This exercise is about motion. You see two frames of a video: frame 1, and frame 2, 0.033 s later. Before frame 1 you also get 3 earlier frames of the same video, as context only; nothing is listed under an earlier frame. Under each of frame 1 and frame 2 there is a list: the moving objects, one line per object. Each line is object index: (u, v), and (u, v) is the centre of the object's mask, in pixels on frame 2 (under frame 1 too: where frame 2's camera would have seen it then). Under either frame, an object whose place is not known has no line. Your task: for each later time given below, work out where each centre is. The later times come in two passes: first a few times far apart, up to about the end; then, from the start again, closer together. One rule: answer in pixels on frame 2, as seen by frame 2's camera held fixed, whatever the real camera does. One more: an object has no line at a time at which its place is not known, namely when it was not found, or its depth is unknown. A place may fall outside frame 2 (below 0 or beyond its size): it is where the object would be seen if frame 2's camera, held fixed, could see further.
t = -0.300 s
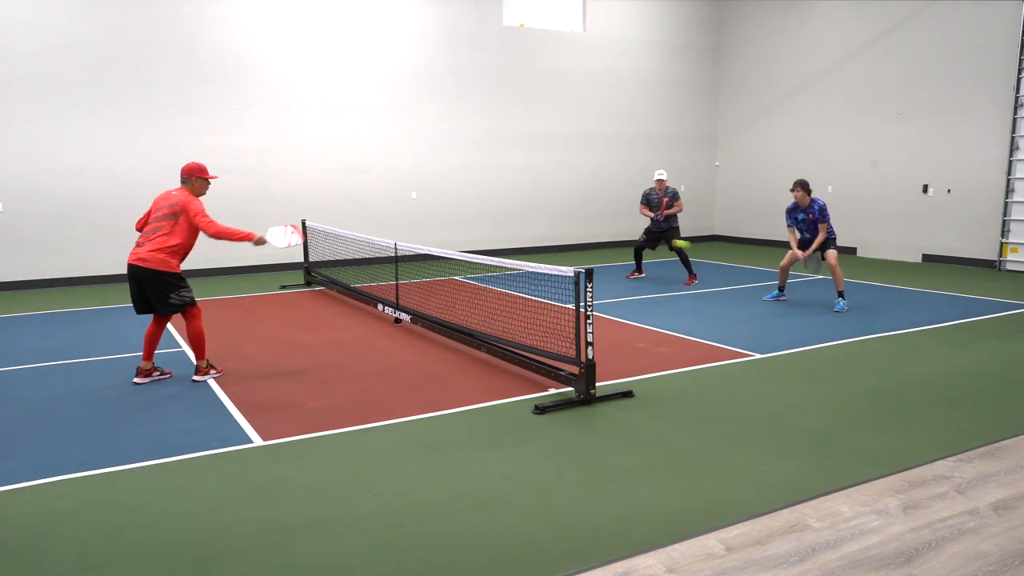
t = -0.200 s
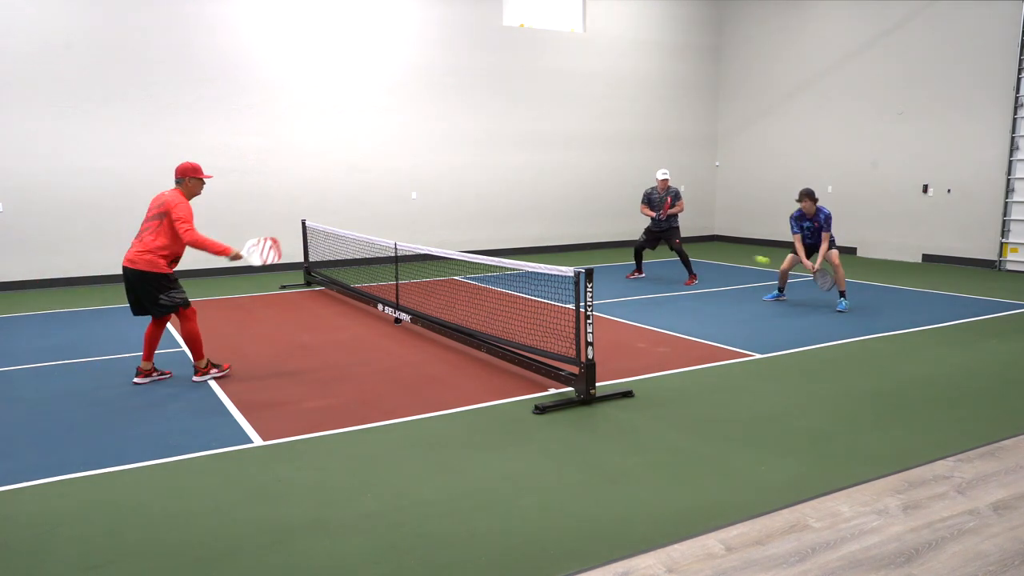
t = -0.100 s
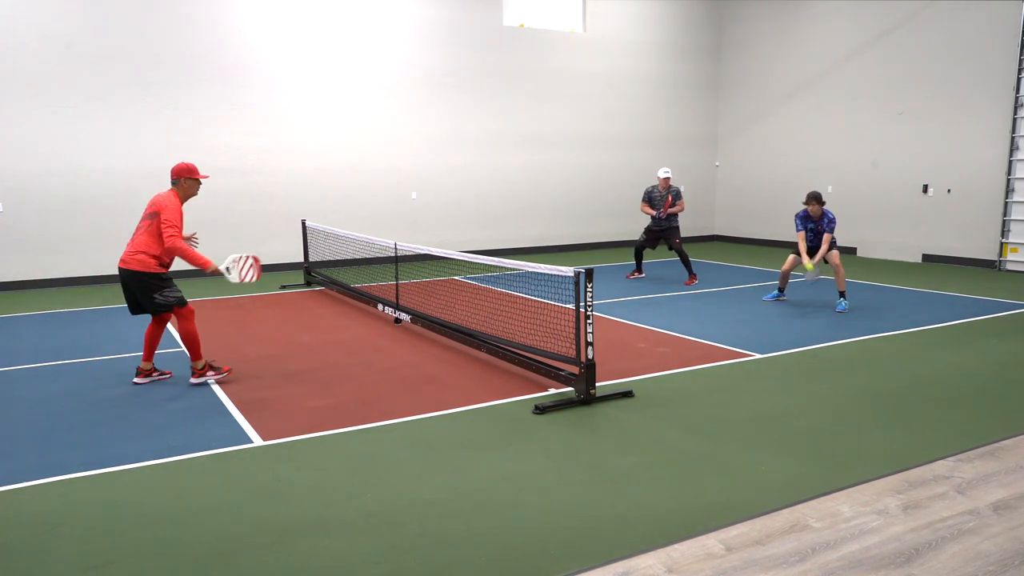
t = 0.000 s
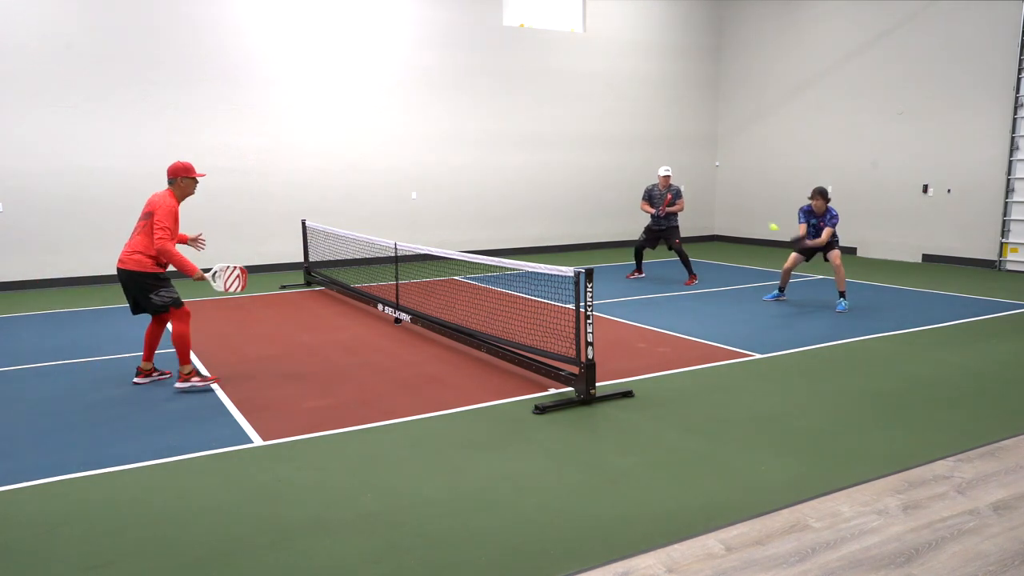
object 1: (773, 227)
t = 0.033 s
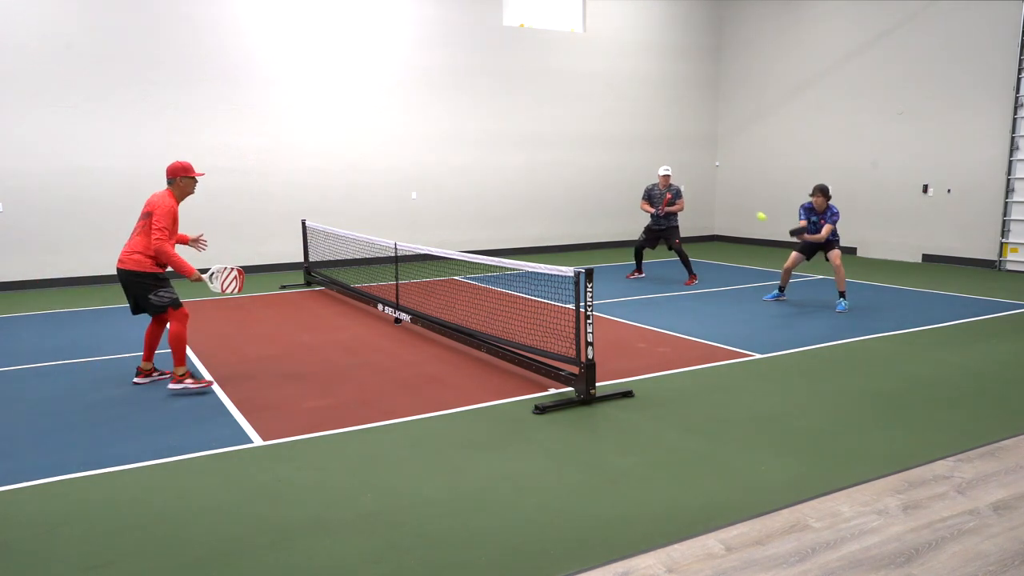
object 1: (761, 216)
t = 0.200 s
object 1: (696, 174)
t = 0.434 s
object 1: (594, 156)
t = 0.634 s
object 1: (499, 188)
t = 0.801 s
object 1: (414, 255)
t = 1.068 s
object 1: (300, 339)
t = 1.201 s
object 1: (265, 303)
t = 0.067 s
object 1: (748, 206)
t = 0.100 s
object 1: (735, 197)
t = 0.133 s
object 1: (722, 188)
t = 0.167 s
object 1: (709, 180)
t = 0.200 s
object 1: (696, 174)
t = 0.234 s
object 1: (682, 167)
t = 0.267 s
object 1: (668, 162)
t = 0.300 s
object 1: (653, 159)
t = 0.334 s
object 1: (639, 156)
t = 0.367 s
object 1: (624, 155)
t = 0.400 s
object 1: (609, 155)
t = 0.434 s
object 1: (594, 156)
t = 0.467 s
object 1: (578, 158)
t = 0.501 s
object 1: (563, 161)
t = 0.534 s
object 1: (547, 166)
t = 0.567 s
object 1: (531, 172)
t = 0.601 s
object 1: (515, 179)
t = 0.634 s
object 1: (499, 188)
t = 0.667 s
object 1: (482, 198)
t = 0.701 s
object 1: (465, 210)
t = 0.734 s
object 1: (448, 223)
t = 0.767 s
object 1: (432, 237)
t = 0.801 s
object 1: (414, 255)
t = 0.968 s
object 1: (332, 352)
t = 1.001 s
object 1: (317, 365)
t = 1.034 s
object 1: (308, 352)
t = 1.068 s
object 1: (300, 339)
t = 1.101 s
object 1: (291, 329)
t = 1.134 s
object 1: (283, 319)
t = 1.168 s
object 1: (274, 310)
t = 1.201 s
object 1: (265, 303)
